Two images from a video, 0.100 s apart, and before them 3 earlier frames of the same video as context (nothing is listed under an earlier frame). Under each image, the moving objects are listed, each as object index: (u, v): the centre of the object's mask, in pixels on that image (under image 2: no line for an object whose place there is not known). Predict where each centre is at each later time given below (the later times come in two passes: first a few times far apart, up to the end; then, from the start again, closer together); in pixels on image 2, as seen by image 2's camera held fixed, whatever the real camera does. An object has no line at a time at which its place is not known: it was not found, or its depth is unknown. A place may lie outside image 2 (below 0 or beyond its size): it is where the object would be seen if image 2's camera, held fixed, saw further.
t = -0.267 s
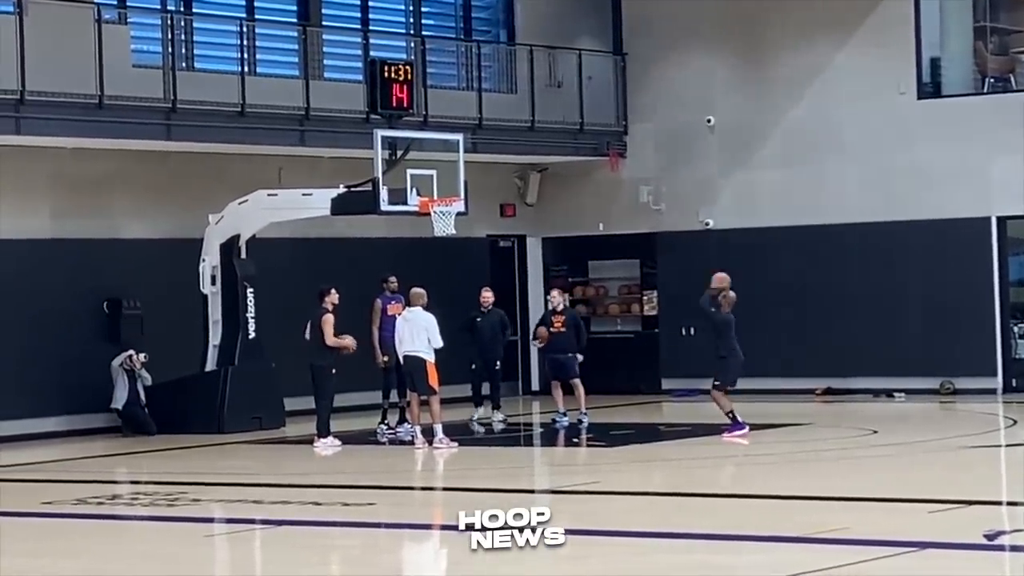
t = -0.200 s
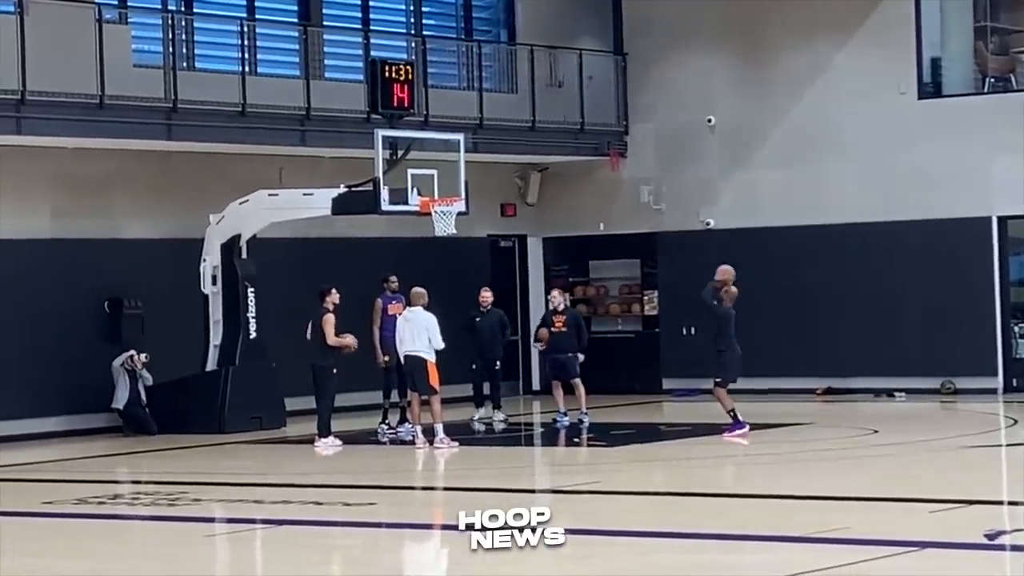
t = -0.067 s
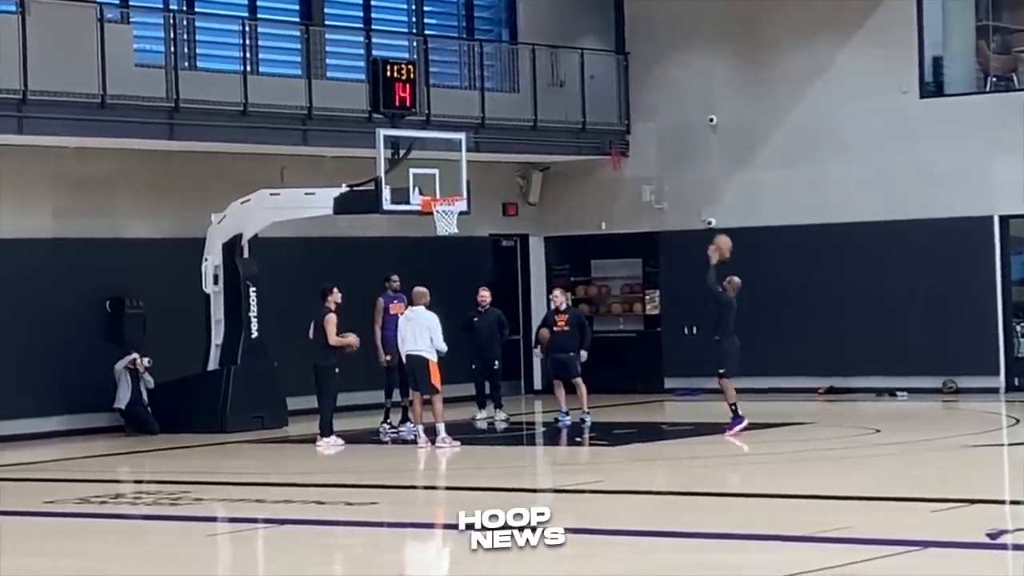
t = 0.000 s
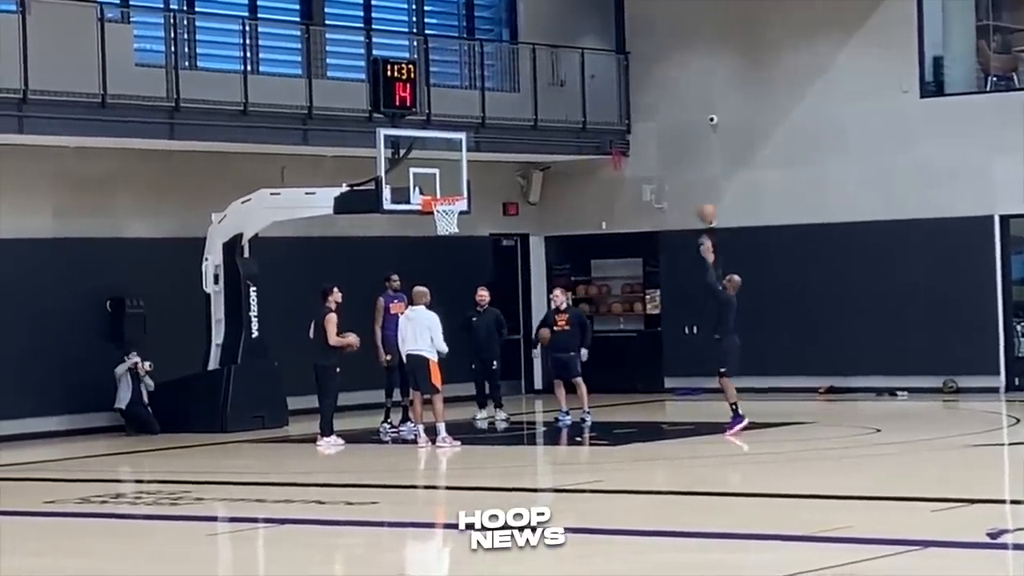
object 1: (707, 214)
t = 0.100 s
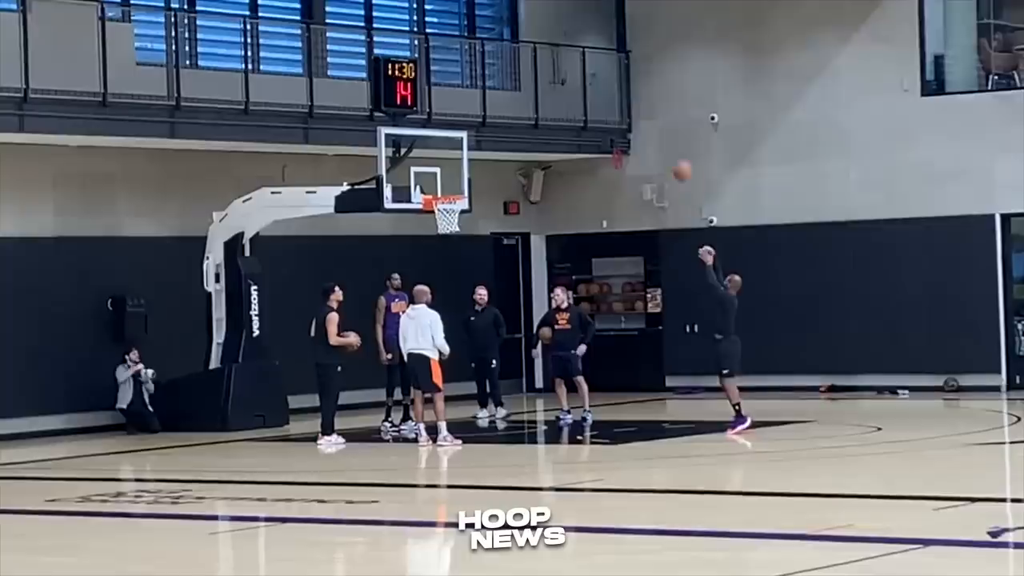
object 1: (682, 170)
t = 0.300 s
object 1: (633, 111)
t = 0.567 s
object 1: (571, 86)
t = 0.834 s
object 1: (517, 110)
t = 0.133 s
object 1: (675, 158)
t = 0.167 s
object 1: (666, 147)
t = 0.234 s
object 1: (649, 128)
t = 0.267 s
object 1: (641, 120)
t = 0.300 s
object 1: (633, 111)
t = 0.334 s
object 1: (626, 106)
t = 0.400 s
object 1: (610, 96)
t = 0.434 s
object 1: (603, 91)
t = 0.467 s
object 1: (595, 88)
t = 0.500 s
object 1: (587, 86)
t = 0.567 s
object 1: (571, 86)
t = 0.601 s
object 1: (565, 86)
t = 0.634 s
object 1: (557, 87)
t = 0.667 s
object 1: (550, 89)
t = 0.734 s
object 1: (535, 96)
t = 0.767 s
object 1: (529, 101)
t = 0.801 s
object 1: (523, 105)
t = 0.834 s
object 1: (517, 110)
